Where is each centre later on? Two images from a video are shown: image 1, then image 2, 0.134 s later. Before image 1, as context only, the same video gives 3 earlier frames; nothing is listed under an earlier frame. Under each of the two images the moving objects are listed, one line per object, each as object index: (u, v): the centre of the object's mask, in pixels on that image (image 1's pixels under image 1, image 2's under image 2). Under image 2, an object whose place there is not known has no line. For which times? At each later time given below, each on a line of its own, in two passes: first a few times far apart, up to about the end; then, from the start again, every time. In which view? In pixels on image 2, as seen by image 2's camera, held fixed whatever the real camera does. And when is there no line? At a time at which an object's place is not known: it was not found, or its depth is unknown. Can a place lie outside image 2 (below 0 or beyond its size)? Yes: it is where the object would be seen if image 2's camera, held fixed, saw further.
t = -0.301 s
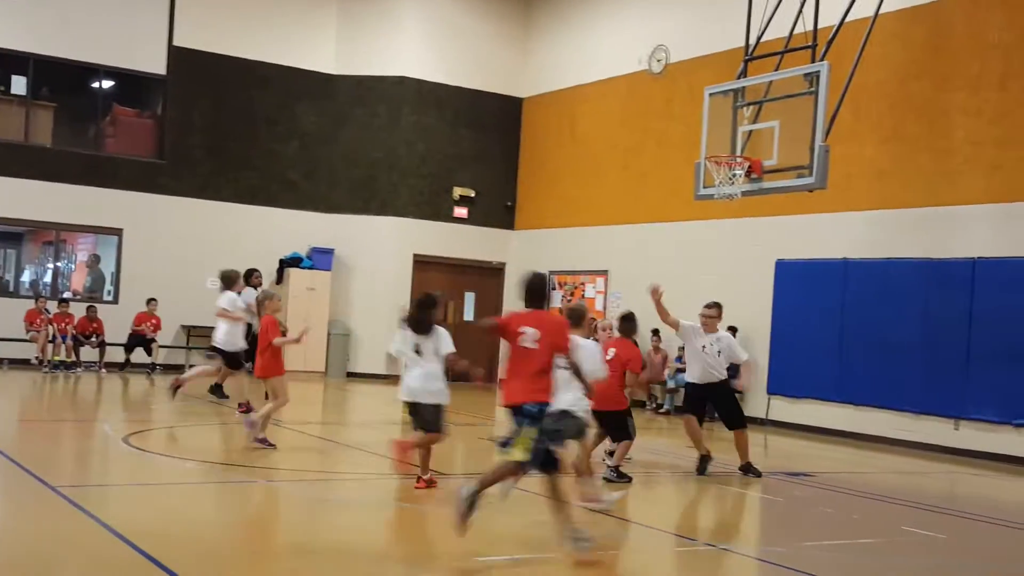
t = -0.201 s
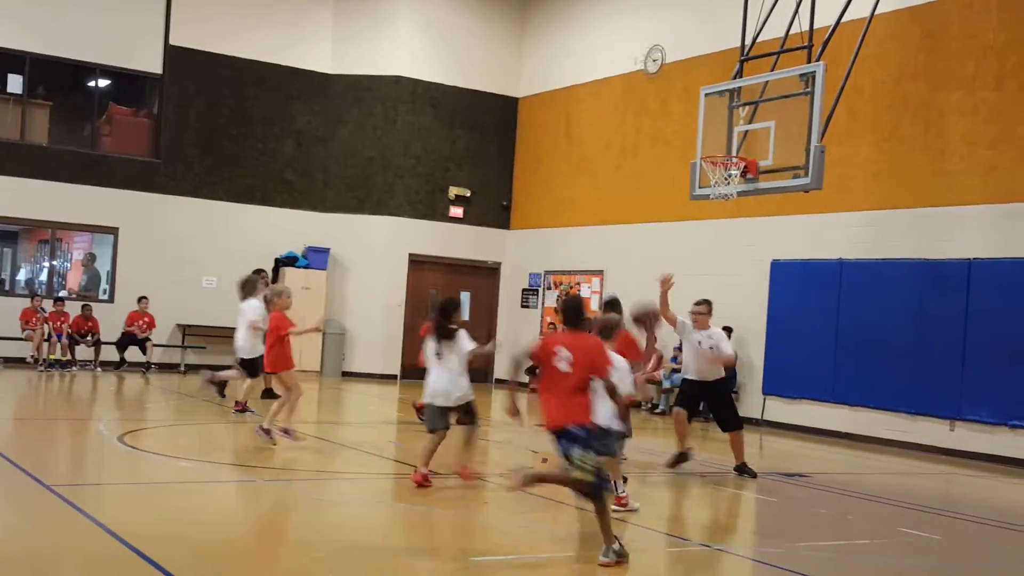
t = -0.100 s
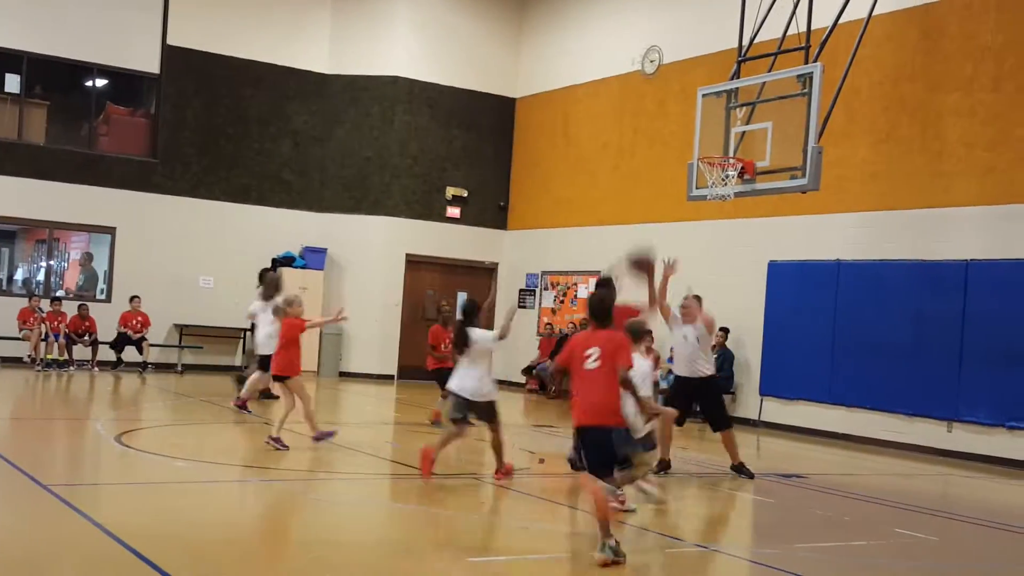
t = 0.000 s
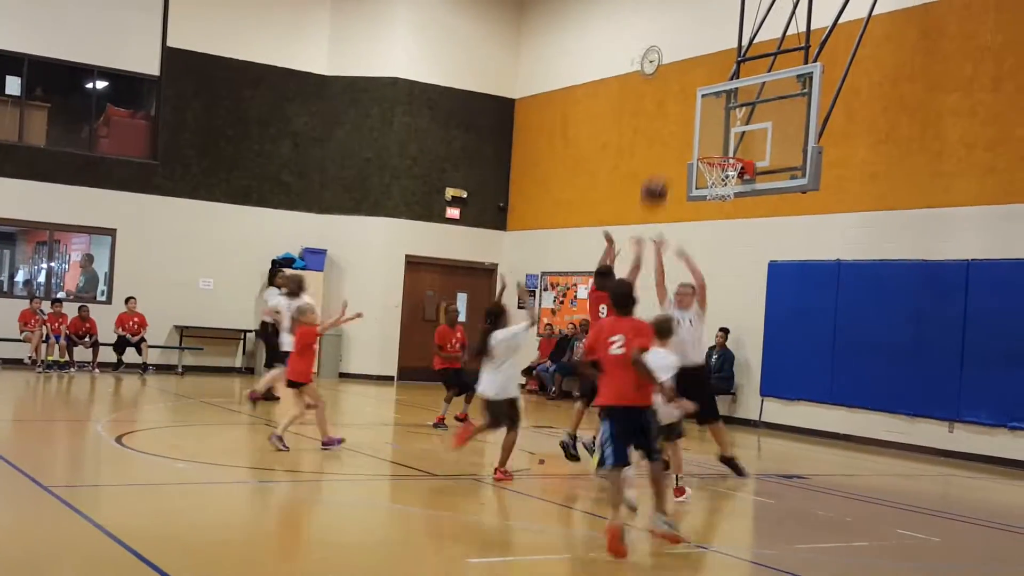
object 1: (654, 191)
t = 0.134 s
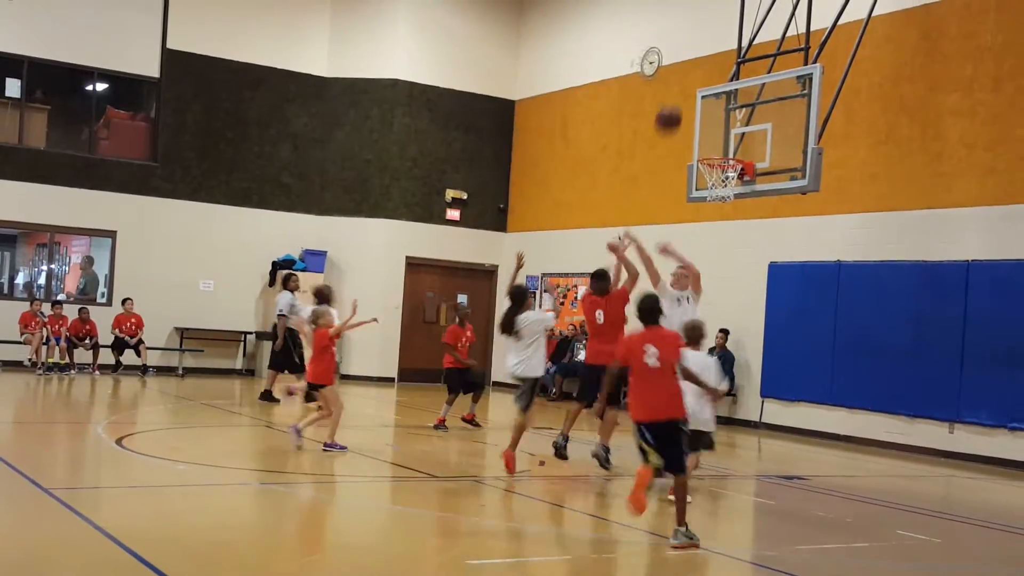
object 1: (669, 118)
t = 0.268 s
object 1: (679, 70)
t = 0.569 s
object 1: (697, 38)
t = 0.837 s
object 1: (705, 87)
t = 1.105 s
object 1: (734, 152)
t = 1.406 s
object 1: (774, 117)
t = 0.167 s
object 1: (671, 104)
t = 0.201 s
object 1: (674, 91)
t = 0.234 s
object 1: (677, 78)
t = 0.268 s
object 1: (679, 70)
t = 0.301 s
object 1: (682, 61)
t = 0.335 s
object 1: (684, 54)
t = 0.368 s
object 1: (686, 48)
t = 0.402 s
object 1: (688, 43)
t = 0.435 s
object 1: (690, 40)
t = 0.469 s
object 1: (692, 38)
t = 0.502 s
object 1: (694, 37)
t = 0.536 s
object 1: (696, 37)
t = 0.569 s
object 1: (697, 38)
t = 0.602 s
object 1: (699, 41)
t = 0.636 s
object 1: (700, 44)
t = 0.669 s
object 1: (701, 49)
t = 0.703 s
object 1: (702, 55)
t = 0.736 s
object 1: (703, 62)
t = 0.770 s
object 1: (704, 69)
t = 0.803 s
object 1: (704, 77)
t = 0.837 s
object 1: (705, 87)
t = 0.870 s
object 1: (706, 97)
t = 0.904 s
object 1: (706, 109)
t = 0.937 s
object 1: (707, 122)
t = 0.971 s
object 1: (707, 133)
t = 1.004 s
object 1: (707, 147)
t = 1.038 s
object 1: (712, 152)
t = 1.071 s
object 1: (723, 151)
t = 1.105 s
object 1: (734, 152)
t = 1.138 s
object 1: (740, 148)
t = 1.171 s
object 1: (744, 141)
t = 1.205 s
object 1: (748, 134)
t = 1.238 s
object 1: (752, 128)
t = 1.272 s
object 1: (757, 124)
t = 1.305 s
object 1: (761, 120)
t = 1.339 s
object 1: (766, 118)
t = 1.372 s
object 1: (770, 117)
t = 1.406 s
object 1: (774, 117)
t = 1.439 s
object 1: (778, 117)
